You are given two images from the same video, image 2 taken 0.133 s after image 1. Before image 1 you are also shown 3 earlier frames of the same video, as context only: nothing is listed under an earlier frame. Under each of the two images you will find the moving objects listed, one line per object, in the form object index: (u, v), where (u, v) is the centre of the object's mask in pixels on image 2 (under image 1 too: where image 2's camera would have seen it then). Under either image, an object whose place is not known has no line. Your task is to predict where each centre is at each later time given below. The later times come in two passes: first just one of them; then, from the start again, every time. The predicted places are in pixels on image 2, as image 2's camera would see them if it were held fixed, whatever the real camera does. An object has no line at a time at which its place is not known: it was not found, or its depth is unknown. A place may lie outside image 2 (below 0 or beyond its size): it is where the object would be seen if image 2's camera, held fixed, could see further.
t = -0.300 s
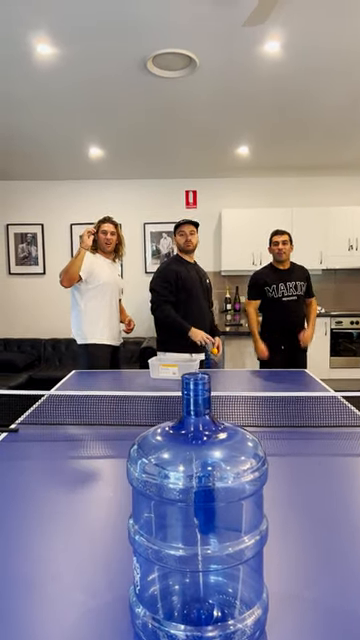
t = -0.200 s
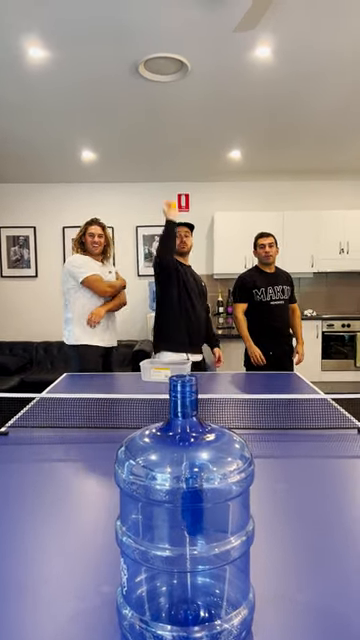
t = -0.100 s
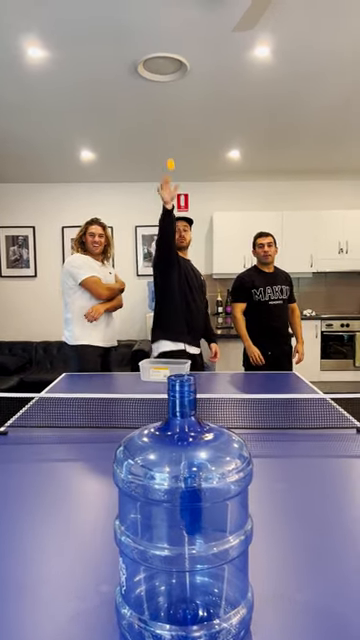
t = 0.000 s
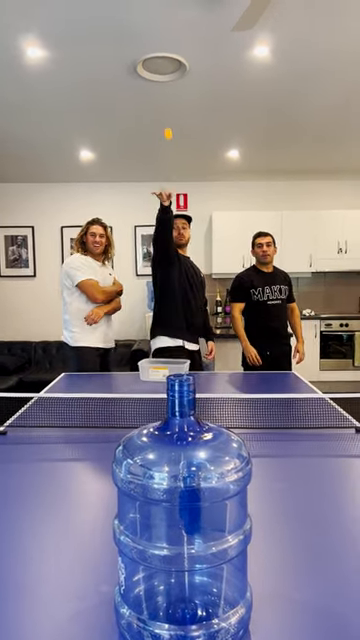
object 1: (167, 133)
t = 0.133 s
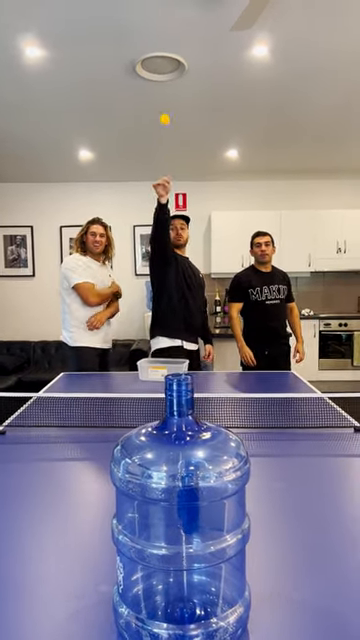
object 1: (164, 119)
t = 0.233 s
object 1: (162, 136)
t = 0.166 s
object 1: (163, 121)
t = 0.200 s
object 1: (163, 127)
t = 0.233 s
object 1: (162, 136)
